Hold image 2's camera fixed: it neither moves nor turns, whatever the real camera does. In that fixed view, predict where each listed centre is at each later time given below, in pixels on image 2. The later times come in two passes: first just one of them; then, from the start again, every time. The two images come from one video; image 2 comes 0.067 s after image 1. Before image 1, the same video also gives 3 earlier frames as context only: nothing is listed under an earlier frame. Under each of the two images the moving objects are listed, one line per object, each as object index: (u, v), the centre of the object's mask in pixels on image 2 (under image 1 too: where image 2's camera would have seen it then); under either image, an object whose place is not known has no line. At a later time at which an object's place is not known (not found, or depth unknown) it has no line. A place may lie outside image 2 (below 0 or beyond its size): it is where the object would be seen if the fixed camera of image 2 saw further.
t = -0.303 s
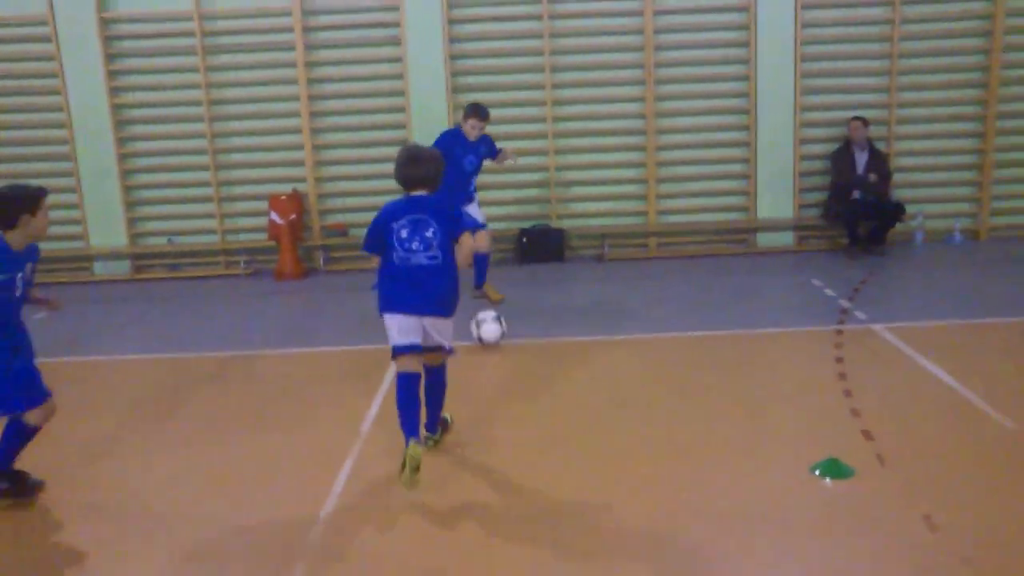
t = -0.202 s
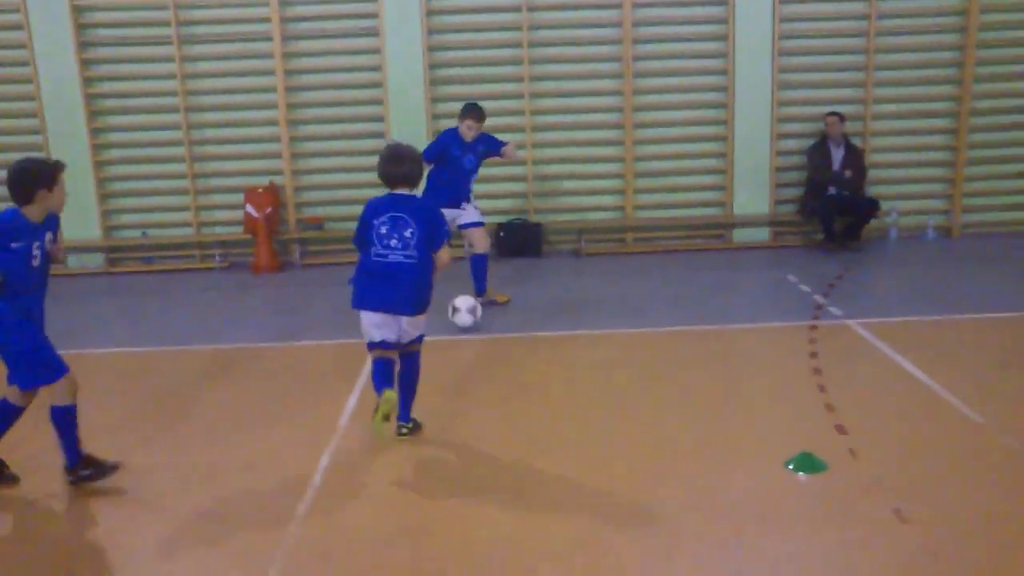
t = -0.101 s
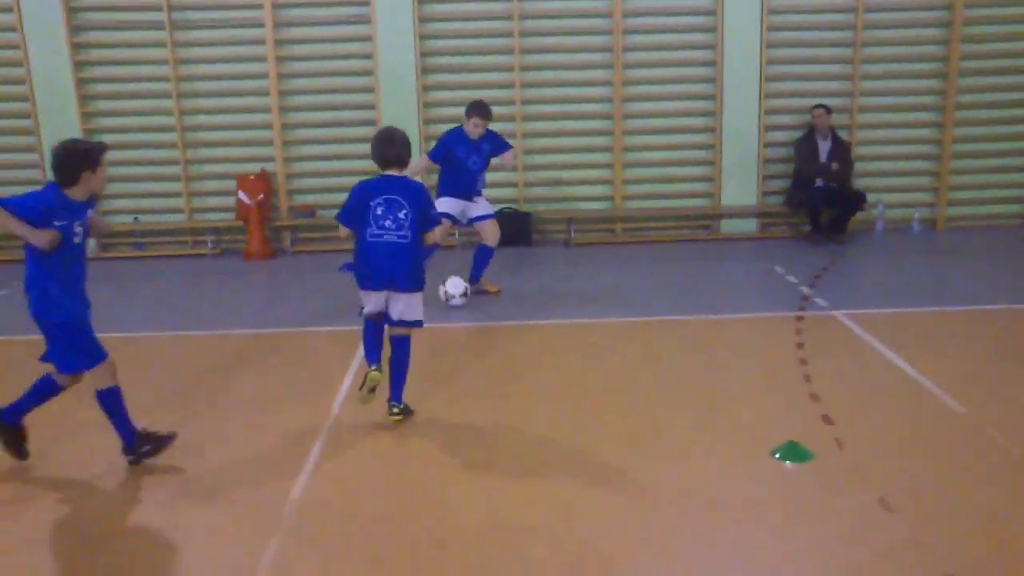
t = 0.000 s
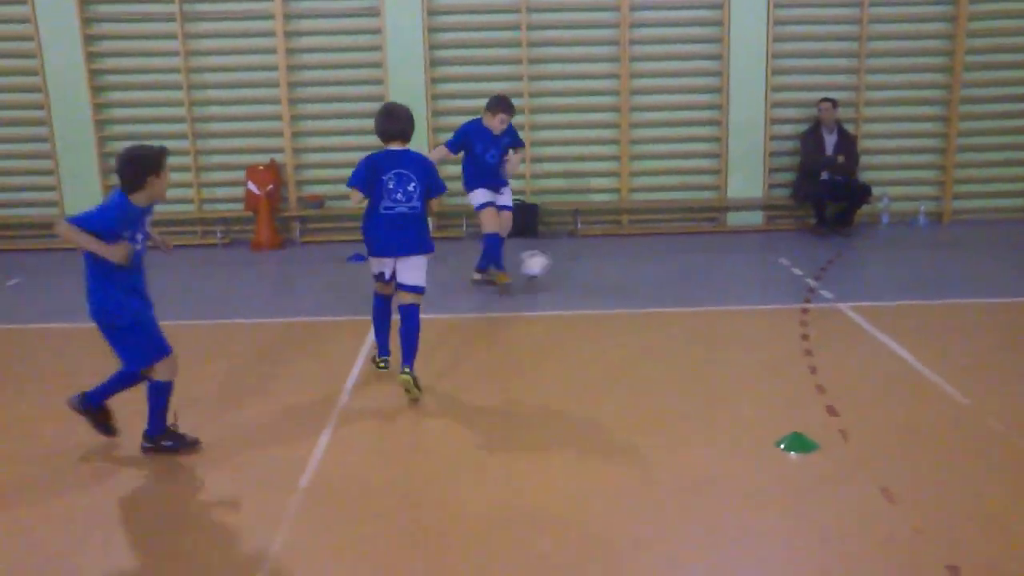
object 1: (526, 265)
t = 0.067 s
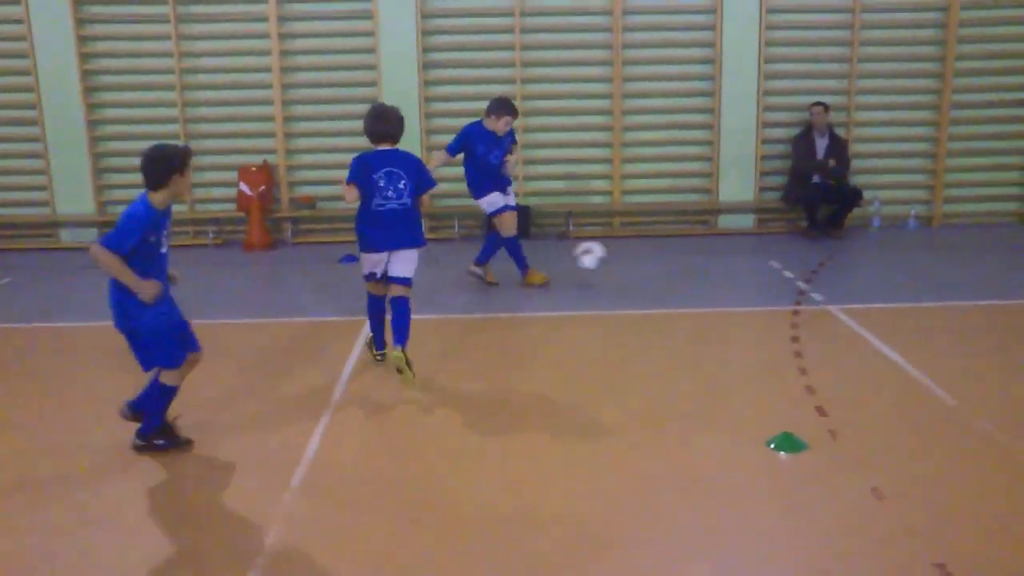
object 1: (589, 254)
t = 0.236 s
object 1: (732, 254)
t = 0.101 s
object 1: (621, 252)
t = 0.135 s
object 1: (651, 252)
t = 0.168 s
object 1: (678, 252)
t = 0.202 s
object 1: (707, 256)
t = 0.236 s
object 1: (732, 254)
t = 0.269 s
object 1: (754, 248)
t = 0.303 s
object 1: (775, 245)
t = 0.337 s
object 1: (794, 243)
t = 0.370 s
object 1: (815, 241)
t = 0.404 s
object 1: (835, 243)
